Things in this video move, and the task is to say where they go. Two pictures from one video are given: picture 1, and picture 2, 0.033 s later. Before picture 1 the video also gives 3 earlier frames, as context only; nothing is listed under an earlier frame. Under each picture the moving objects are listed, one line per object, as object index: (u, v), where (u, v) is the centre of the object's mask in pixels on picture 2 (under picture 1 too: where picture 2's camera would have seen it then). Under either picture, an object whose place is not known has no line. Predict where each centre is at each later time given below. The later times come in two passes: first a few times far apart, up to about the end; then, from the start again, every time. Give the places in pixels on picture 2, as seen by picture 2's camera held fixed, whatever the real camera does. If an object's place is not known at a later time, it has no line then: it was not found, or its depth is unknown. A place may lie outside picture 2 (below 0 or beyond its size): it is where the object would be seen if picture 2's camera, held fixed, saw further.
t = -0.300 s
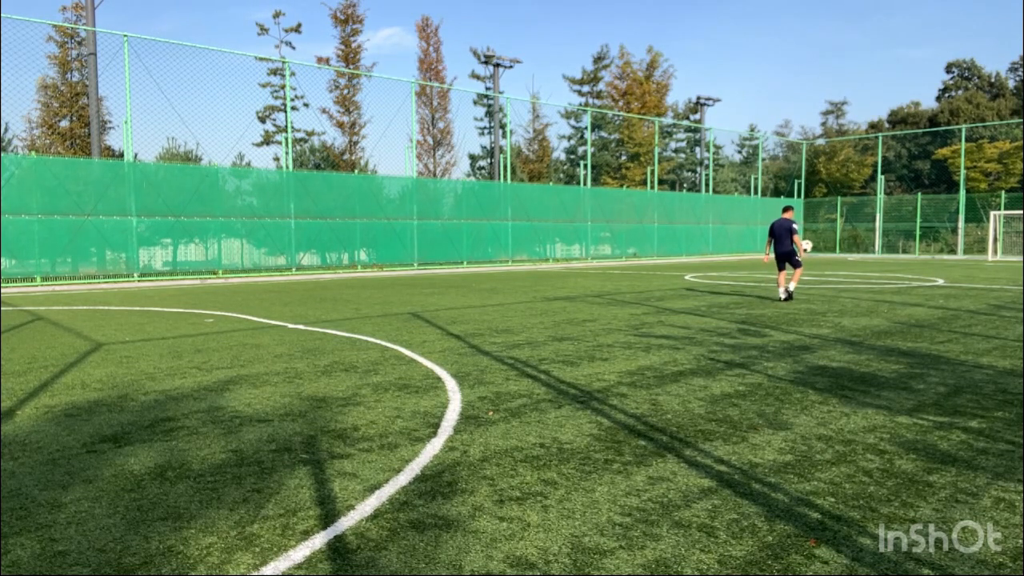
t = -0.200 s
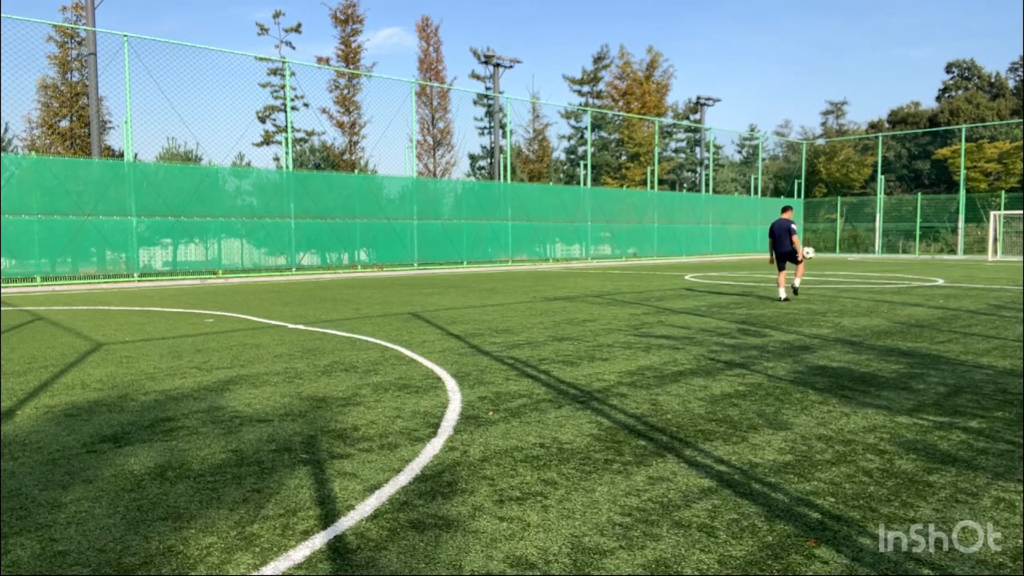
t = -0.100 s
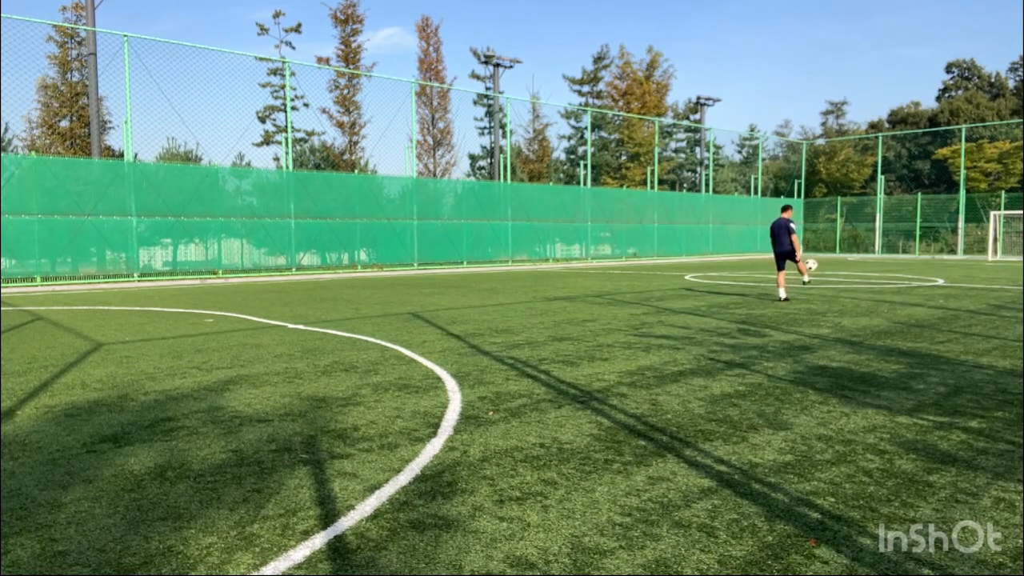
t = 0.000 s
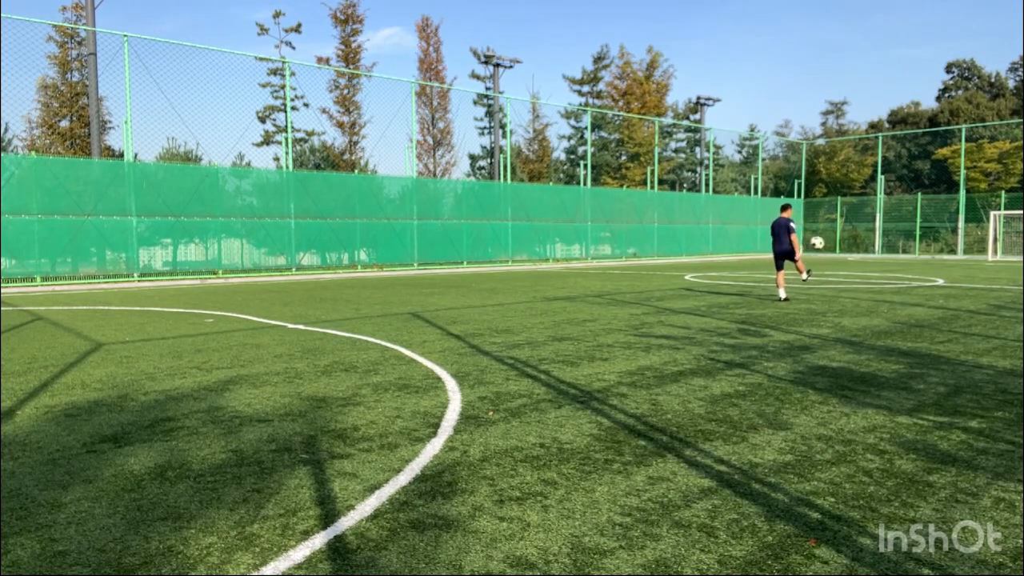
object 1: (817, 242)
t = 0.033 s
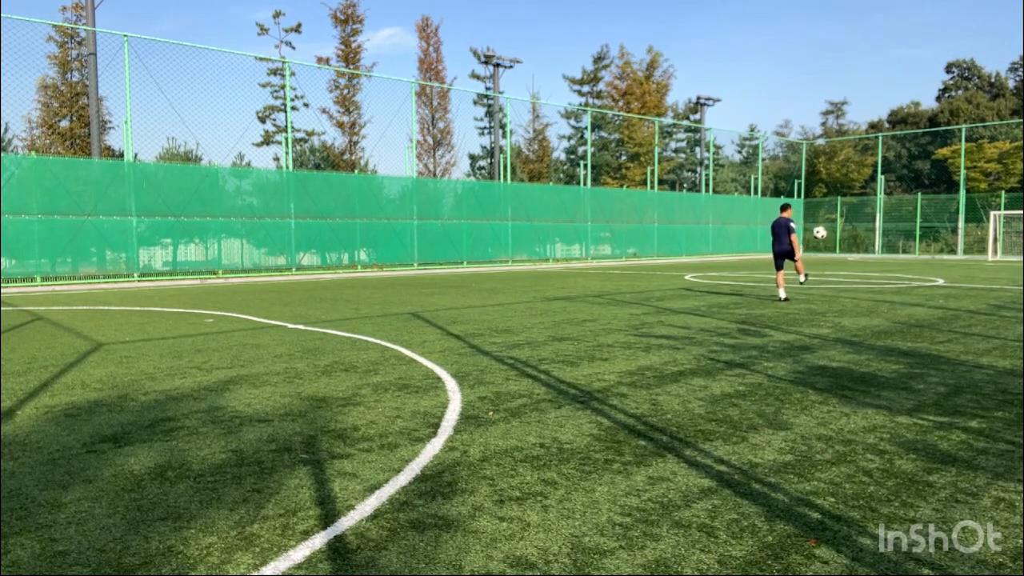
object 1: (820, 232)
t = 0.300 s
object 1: (840, 172)
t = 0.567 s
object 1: (861, 150)
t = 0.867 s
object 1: (883, 178)
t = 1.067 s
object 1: (898, 230)
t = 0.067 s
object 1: (822, 223)
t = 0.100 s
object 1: (825, 214)
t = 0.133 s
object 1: (827, 205)
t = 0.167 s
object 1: (830, 197)
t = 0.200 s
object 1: (833, 190)
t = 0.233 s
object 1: (835, 183)
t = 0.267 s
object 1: (838, 177)
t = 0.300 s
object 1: (840, 172)
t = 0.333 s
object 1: (843, 167)
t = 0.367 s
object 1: (845, 163)
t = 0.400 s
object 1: (848, 159)
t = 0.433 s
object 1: (850, 156)
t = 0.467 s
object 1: (853, 154)
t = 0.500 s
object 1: (856, 152)
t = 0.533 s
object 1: (858, 151)
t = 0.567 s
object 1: (861, 150)
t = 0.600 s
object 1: (863, 151)
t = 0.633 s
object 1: (866, 151)
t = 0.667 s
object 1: (868, 153)
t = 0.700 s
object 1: (870, 156)
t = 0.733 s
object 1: (874, 159)
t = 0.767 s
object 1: (876, 163)
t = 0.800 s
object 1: (879, 167)
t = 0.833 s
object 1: (881, 173)
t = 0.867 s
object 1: (883, 178)
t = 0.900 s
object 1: (887, 186)
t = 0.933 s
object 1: (889, 193)
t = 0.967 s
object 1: (891, 201)
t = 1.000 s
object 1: (893, 210)
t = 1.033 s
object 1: (895, 220)
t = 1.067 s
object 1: (898, 230)
